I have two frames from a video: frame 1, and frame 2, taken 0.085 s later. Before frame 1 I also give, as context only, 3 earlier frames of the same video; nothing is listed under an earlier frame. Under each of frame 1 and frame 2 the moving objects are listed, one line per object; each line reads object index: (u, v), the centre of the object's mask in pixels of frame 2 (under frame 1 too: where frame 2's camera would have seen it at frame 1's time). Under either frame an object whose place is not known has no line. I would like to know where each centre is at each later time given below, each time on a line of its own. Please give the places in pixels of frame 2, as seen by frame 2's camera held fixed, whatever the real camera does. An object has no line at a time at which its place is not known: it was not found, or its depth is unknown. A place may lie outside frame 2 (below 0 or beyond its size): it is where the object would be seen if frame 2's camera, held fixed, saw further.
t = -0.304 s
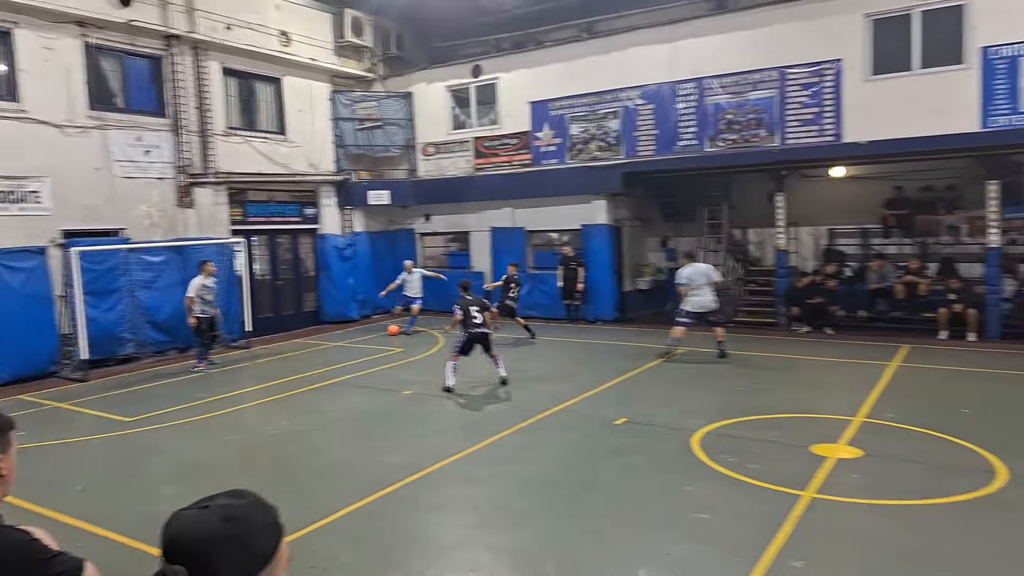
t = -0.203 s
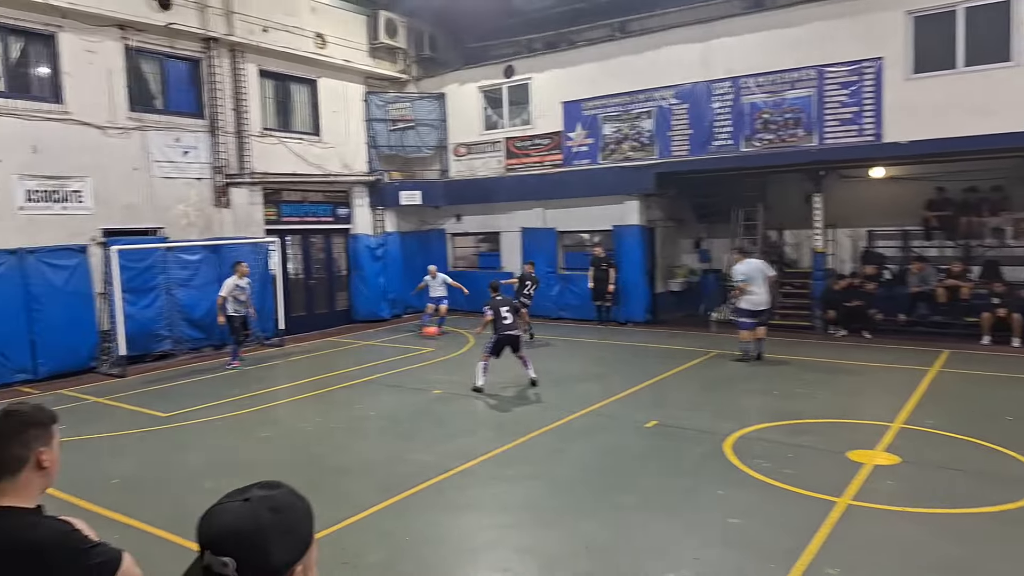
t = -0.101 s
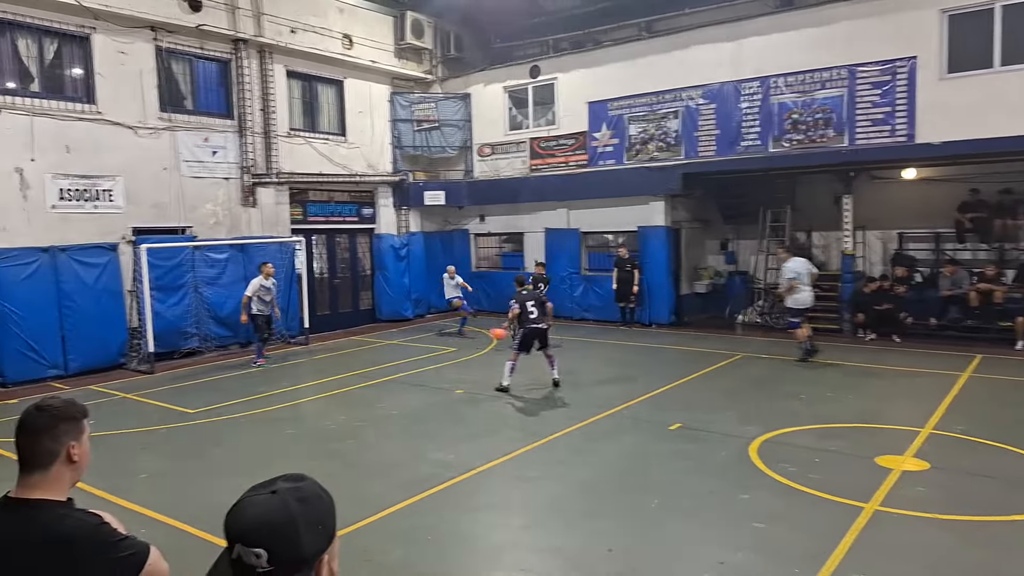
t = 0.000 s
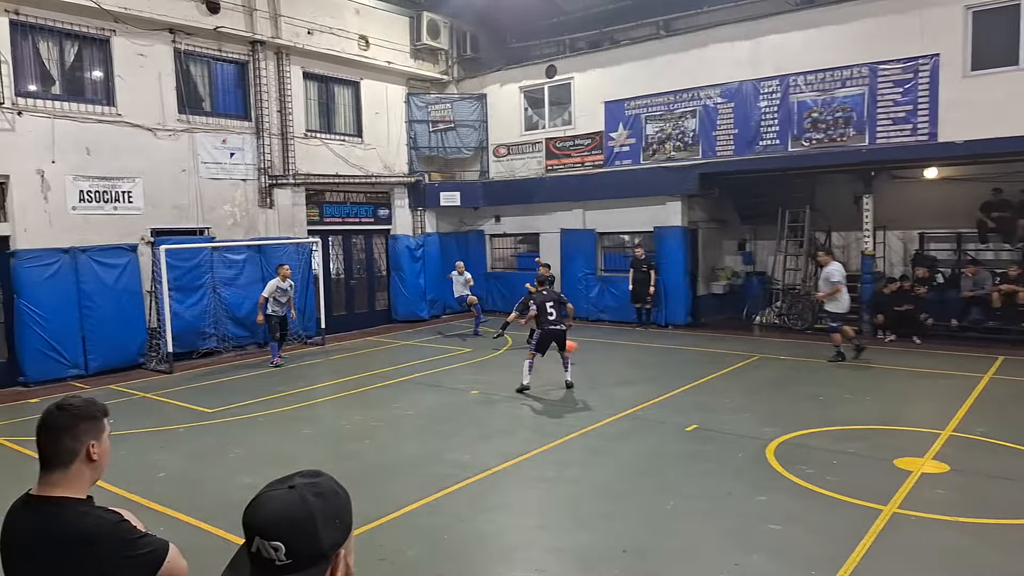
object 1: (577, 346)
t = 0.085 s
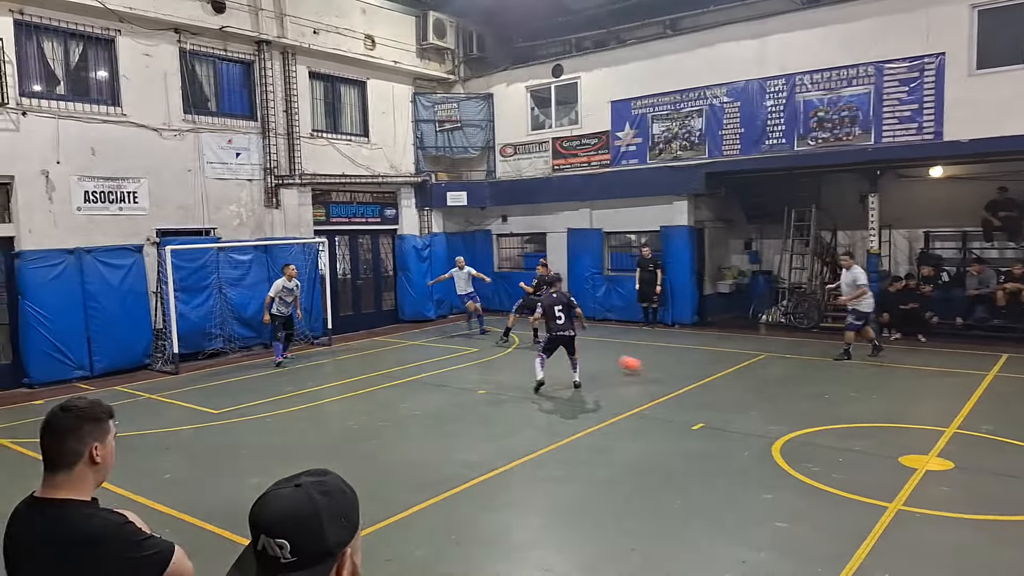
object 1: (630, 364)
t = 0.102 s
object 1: (643, 369)
